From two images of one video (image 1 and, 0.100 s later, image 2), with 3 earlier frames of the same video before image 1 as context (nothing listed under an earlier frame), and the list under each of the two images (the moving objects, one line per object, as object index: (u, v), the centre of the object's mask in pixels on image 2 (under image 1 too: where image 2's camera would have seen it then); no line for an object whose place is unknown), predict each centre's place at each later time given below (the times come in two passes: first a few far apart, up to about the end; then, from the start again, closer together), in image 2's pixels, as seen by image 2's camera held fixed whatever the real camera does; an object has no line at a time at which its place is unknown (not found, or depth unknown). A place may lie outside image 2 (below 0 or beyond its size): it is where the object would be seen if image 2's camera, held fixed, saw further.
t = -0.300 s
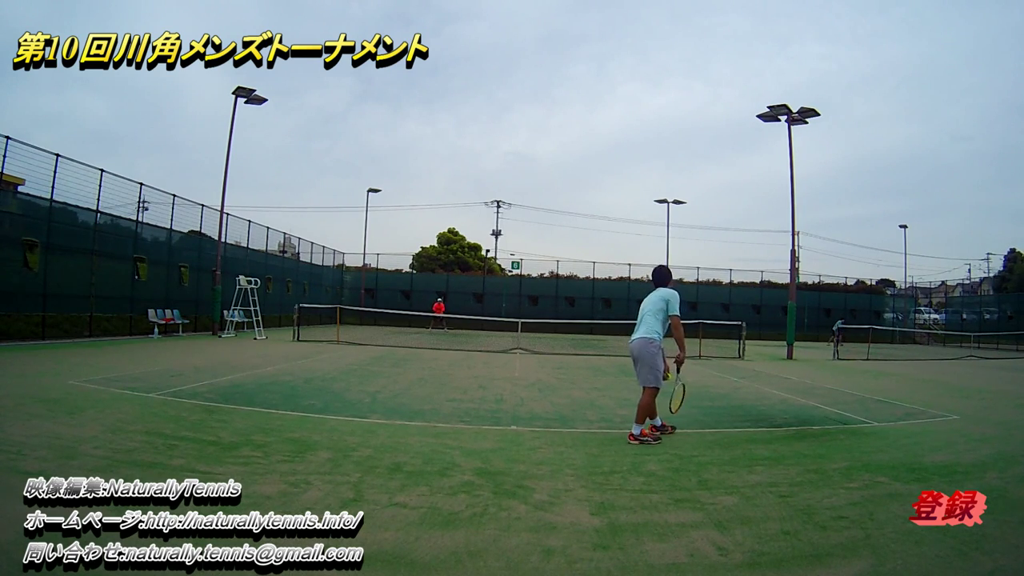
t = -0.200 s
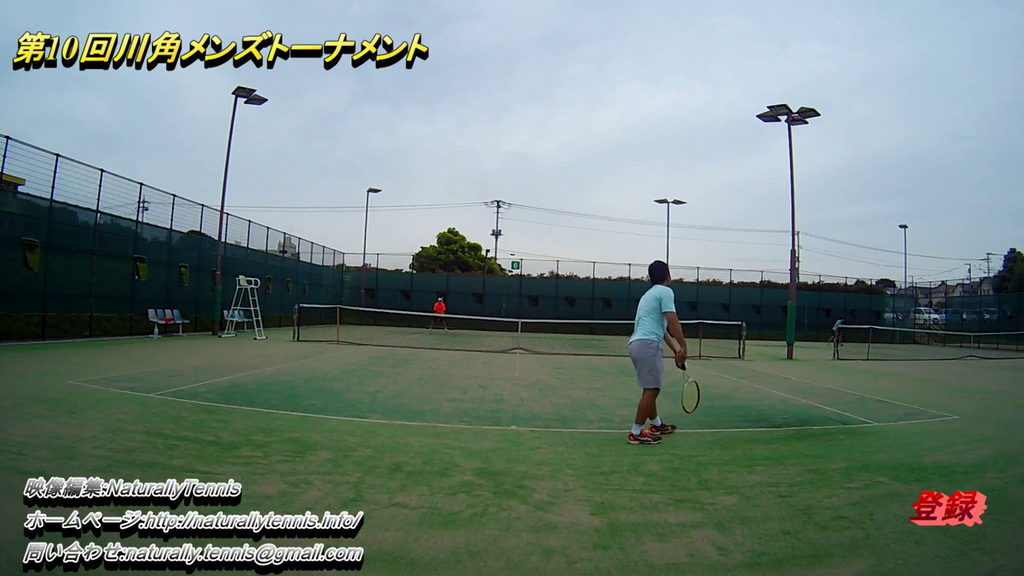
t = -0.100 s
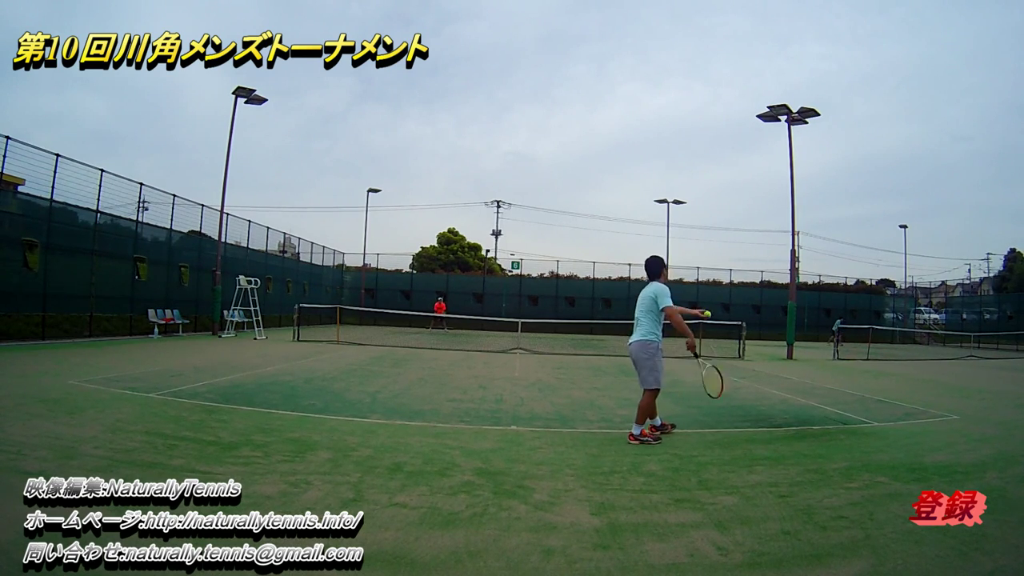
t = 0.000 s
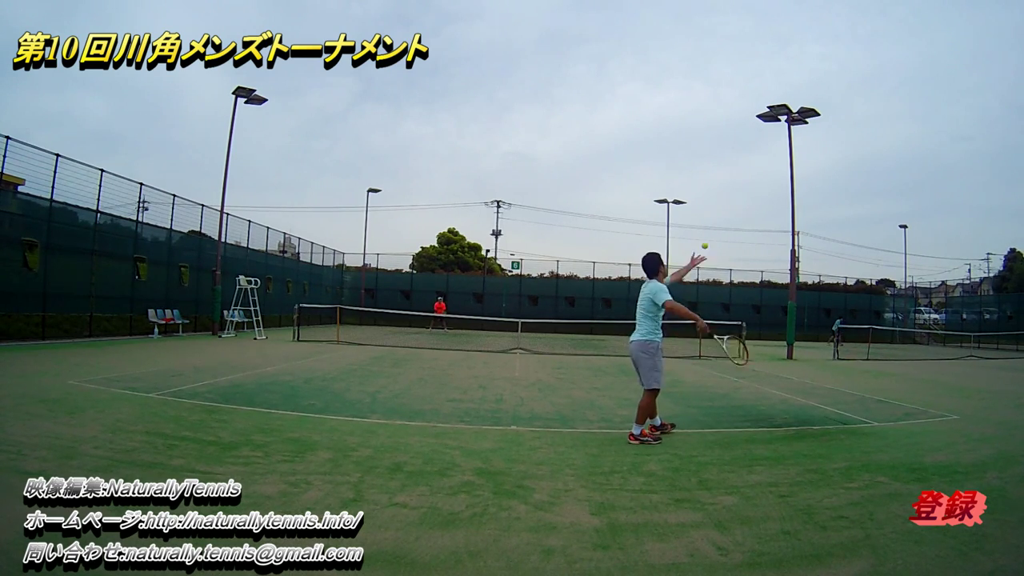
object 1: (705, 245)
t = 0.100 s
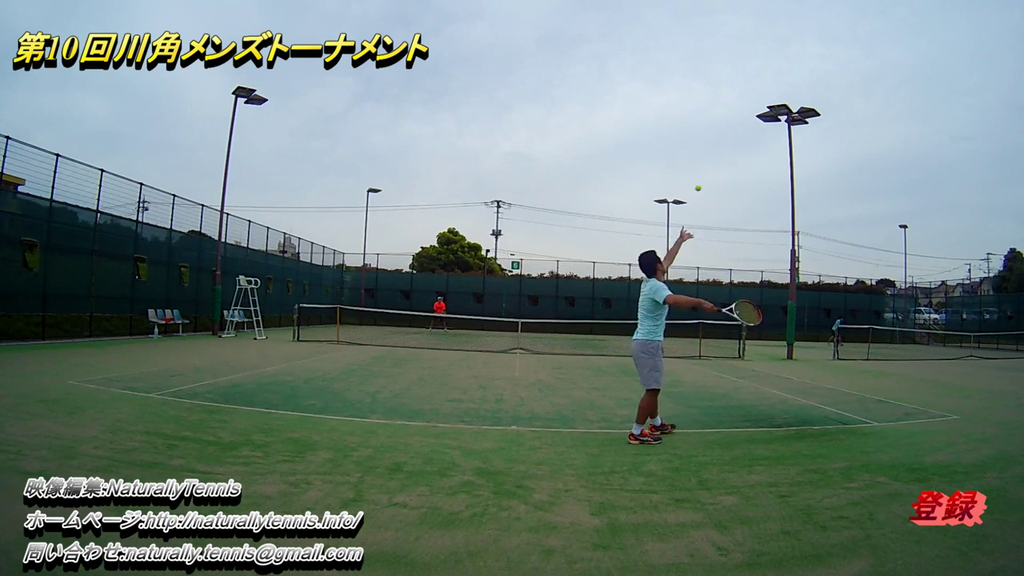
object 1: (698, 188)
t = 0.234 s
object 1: (689, 130)
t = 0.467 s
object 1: (675, 79)
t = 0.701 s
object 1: (666, 80)
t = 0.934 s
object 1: (661, 131)
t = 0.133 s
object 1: (695, 171)
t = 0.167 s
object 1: (693, 156)
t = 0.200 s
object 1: (691, 143)
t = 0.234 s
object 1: (689, 130)
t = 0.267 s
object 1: (687, 120)
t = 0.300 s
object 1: (684, 109)
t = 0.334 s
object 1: (683, 101)
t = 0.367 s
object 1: (680, 94)
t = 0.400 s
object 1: (679, 88)
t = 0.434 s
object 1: (677, 82)
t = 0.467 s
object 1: (675, 79)
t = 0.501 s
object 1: (674, 76)
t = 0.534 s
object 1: (672, 74)
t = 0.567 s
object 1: (670, 73)
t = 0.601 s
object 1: (669, 74)
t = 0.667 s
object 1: (667, 77)
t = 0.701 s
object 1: (666, 80)
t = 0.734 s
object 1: (665, 85)
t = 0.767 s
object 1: (664, 90)
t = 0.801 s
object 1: (664, 96)
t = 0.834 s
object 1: (663, 103)
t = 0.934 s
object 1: (661, 131)
